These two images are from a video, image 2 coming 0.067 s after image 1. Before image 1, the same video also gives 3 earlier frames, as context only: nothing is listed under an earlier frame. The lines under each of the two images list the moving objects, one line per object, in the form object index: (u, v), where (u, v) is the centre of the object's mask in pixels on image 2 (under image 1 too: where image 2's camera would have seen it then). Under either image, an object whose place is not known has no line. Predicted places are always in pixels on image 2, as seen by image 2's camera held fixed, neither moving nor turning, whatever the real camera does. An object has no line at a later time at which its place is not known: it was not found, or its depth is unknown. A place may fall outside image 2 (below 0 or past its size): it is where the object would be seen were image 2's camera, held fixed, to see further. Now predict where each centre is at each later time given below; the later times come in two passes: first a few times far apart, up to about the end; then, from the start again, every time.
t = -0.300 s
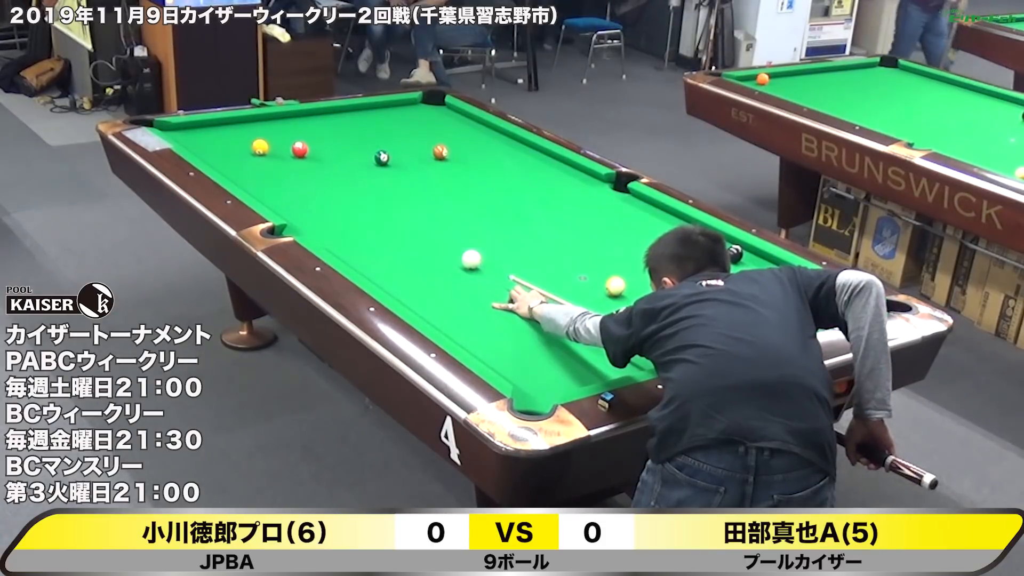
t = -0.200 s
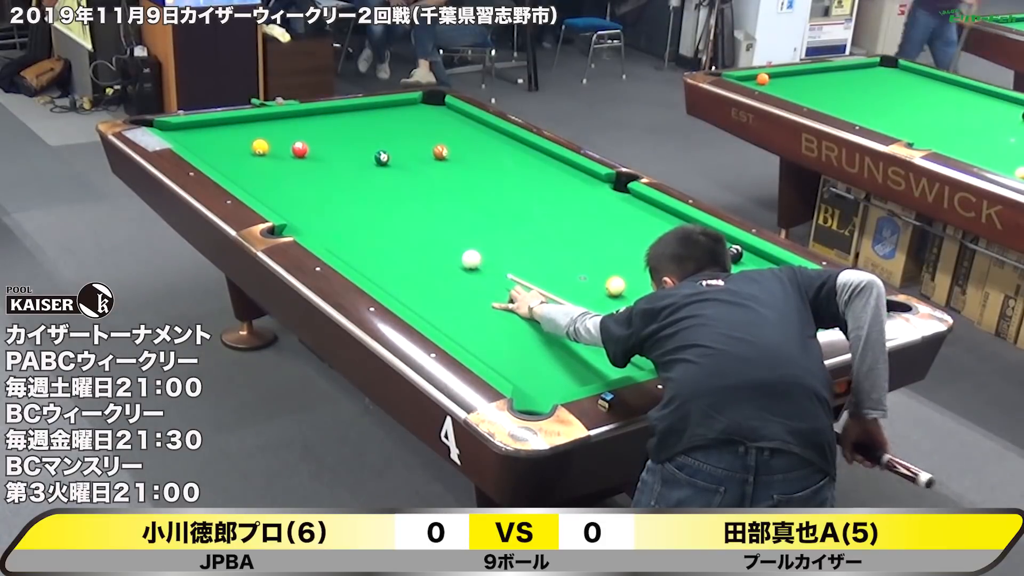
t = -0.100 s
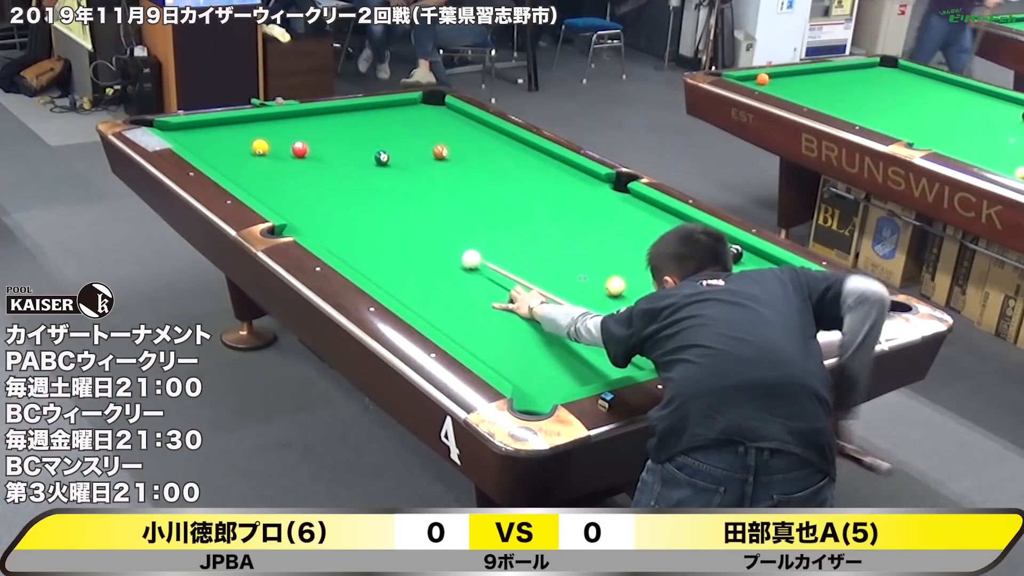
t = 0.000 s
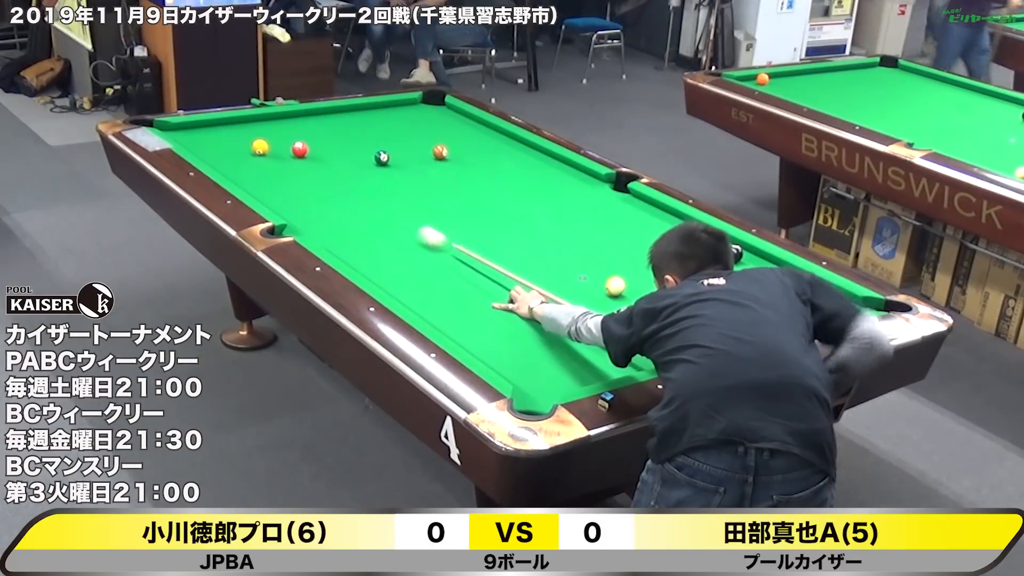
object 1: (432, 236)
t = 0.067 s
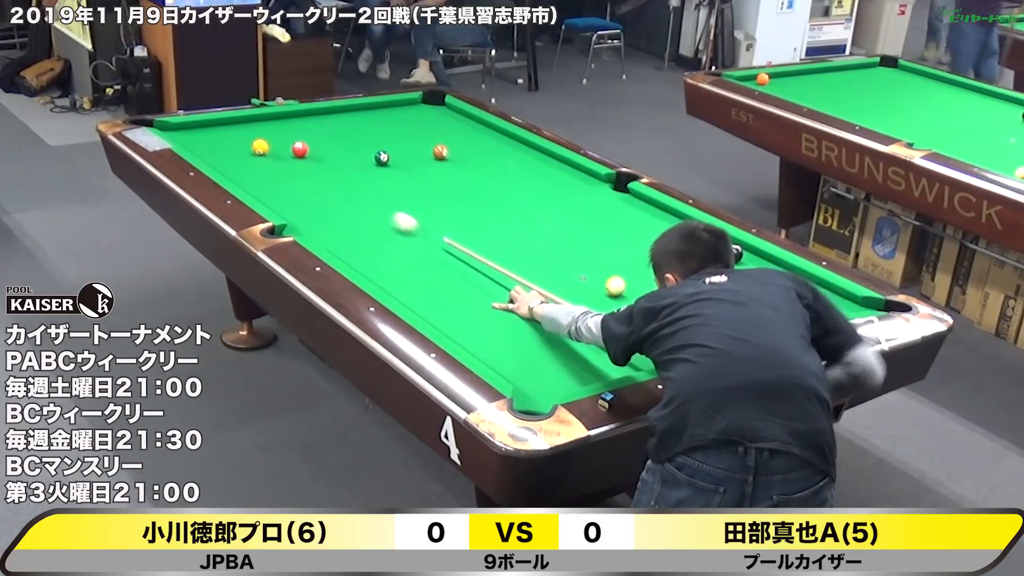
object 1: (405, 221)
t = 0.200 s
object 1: (356, 195)
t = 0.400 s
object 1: (292, 160)
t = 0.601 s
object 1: (287, 141)
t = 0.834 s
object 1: (296, 125)
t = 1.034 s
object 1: (305, 113)
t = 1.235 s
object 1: (344, 116)
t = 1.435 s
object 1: (380, 118)
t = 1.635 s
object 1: (416, 121)
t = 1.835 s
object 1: (451, 124)
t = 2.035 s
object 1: (485, 126)
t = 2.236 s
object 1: (490, 132)
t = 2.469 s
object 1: (488, 140)
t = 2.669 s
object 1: (486, 147)
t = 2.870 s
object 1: (484, 154)
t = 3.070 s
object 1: (482, 161)
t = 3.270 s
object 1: (480, 167)
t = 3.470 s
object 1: (478, 174)
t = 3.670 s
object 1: (475, 181)
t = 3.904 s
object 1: (473, 188)
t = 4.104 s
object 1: (470, 195)
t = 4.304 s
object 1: (468, 201)
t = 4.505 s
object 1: (466, 207)
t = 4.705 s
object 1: (464, 213)
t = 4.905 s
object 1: (463, 219)
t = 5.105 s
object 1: (461, 225)
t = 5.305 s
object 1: (459, 231)
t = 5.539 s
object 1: (457, 237)
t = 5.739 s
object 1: (456, 242)
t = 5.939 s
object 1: (454, 247)
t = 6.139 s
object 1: (453, 252)
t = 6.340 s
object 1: (452, 256)
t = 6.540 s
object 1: (451, 260)
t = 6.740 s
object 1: (450, 264)
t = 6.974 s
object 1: (449, 268)
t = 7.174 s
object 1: (448, 271)
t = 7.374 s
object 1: (447, 273)
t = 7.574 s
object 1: (446, 276)
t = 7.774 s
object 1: (446, 278)
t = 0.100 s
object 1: (392, 214)
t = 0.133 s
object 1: (379, 207)
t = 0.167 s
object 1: (368, 201)
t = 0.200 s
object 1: (356, 195)
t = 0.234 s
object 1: (344, 189)
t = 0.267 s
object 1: (334, 183)
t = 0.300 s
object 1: (323, 177)
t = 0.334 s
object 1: (312, 171)
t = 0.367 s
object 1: (302, 166)
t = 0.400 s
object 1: (292, 160)
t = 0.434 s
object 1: (282, 154)
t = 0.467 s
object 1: (274, 150)
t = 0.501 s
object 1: (277, 147)
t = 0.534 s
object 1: (281, 146)
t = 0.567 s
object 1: (284, 143)
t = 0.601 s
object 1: (287, 141)
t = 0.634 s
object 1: (289, 139)
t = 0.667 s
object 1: (290, 136)
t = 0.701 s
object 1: (292, 134)
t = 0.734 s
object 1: (293, 132)
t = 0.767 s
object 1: (294, 130)
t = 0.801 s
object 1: (295, 127)
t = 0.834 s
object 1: (296, 125)
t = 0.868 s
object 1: (297, 123)
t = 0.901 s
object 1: (298, 120)
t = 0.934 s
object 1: (299, 118)
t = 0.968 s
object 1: (300, 116)
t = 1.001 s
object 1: (301, 114)
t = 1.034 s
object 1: (305, 113)
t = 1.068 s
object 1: (311, 113)
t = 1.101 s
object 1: (318, 114)
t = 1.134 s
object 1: (325, 114)
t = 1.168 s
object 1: (331, 115)
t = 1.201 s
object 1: (337, 115)
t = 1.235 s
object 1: (344, 116)
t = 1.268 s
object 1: (350, 116)
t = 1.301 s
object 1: (356, 117)
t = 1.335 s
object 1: (362, 117)
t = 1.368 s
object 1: (368, 118)
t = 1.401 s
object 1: (374, 118)
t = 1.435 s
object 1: (380, 118)
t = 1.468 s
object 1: (386, 119)
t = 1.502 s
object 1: (392, 119)
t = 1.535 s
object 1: (399, 120)
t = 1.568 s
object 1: (404, 120)
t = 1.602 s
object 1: (410, 121)
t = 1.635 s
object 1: (416, 121)
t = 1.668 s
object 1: (422, 122)
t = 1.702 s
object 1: (428, 122)
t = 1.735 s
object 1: (434, 122)
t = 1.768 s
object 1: (439, 123)
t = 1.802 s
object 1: (445, 123)
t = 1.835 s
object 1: (451, 124)
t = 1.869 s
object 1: (457, 124)
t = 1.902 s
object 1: (462, 125)
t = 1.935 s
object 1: (468, 125)
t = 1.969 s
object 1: (474, 126)
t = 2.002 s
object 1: (480, 126)
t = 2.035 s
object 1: (485, 126)
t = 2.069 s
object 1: (490, 127)
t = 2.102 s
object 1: (491, 128)
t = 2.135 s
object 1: (491, 129)
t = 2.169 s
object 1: (490, 130)
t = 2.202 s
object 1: (490, 131)
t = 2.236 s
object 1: (490, 132)
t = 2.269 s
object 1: (490, 134)
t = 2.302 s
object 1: (489, 135)
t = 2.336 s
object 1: (489, 136)
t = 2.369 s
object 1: (489, 137)
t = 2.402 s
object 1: (488, 138)
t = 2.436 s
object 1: (488, 139)
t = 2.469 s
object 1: (488, 140)
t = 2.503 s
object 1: (487, 141)
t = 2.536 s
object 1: (487, 143)
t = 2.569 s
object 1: (487, 144)
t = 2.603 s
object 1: (486, 145)
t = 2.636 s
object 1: (486, 146)
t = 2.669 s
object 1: (486, 147)
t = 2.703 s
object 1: (486, 148)
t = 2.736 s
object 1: (485, 149)
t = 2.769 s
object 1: (485, 150)
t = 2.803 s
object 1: (485, 152)
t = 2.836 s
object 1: (484, 153)
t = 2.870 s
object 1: (484, 154)
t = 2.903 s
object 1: (484, 155)
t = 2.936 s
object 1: (483, 156)
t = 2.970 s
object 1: (483, 157)
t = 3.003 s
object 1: (483, 159)
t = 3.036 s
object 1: (482, 160)
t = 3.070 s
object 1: (482, 161)
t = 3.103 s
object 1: (482, 162)
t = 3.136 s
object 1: (481, 163)
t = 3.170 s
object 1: (481, 164)
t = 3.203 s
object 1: (481, 165)
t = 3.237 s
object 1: (480, 166)
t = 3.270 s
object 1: (480, 167)
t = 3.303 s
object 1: (479, 169)
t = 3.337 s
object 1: (479, 170)
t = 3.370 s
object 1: (479, 171)
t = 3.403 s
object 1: (478, 172)
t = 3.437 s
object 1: (478, 173)
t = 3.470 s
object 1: (478, 174)
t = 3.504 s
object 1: (477, 175)
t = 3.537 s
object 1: (477, 177)
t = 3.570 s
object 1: (477, 177)
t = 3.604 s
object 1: (476, 179)
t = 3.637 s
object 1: (476, 180)
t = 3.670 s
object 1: (475, 181)
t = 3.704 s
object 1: (475, 182)
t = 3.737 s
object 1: (475, 183)
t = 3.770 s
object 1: (474, 184)
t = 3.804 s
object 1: (474, 185)
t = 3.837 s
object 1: (473, 186)
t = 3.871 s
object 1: (473, 187)
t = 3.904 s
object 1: (473, 188)
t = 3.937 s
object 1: (472, 189)
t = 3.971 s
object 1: (472, 190)
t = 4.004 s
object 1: (472, 191)
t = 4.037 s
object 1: (471, 193)
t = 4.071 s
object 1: (471, 194)
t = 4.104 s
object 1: (470, 195)
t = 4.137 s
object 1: (470, 196)
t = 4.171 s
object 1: (470, 197)
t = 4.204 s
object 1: (469, 198)
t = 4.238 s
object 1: (469, 199)
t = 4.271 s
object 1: (469, 200)
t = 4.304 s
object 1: (468, 201)
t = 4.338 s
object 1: (468, 202)
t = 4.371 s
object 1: (468, 203)
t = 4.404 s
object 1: (467, 204)
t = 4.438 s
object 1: (467, 205)
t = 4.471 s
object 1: (467, 206)
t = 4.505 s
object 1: (466, 207)
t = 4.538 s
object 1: (466, 209)
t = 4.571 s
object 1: (466, 209)
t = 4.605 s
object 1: (466, 210)
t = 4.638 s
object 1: (465, 211)
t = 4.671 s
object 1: (465, 212)
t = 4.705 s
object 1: (464, 213)
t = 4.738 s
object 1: (464, 214)
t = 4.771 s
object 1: (464, 215)
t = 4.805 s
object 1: (464, 216)
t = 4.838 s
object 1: (463, 217)
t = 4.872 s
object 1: (463, 218)
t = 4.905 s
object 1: (463, 219)
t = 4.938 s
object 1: (462, 220)
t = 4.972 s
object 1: (462, 221)
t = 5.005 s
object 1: (462, 222)
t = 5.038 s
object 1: (462, 223)
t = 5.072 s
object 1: (461, 224)
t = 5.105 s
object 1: (461, 225)
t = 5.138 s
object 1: (460, 226)
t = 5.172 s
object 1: (460, 227)
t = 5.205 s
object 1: (460, 228)
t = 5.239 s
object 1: (460, 229)
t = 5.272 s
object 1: (459, 230)
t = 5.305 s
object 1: (459, 231)
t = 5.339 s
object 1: (459, 232)
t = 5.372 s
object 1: (459, 232)
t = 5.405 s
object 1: (458, 234)
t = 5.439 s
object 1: (458, 234)
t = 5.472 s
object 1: (458, 235)
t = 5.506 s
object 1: (458, 236)
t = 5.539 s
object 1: (457, 237)
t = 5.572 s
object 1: (457, 238)
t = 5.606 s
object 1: (457, 239)
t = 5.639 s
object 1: (456, 240)
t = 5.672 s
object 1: (456, 241)
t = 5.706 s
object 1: (456, 241)
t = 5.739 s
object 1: (456, 242)
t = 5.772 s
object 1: (456, 243)
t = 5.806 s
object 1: (455, 244)
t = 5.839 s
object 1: (455, 245)
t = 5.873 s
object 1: (455, 245)
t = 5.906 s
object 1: (454, 246)
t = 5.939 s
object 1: (454, 247)
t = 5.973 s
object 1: (454, 248)
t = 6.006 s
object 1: (454, 249)
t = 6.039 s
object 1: (454, 249)
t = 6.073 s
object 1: (453, 250)
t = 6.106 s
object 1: (453, 251)
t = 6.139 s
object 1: (453, 252)
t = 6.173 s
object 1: (453, 252)
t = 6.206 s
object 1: (453, 253)
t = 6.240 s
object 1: (453, 254)
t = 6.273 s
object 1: (452, 255)
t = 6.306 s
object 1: (452, 255)
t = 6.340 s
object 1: (452, 256)
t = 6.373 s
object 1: (452, 257)
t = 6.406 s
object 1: (452, 257)
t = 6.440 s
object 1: (452, 258)
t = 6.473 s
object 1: (451, 259)
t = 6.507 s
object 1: (451, 259)
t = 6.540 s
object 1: (451, 260)
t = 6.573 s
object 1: (451, 261)
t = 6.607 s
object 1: (451, 261)
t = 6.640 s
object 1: (451, 262)
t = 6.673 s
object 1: (450, 263)
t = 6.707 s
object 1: (450, 263)
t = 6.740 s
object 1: (450, 264)
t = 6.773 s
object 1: (450, 264)
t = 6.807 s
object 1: (450, 265)
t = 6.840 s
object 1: (449, 266)
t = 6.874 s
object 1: (449, 266)
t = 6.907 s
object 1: (449, 267)
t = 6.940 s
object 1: (449, 267)
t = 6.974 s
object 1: (449, 268)
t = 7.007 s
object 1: (449, 268)
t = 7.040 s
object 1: (449, 268)
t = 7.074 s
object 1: (449, 269)
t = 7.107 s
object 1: (448, 270)
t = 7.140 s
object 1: (448, 270)
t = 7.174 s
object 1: (448, 271)
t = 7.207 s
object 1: (448, 271)
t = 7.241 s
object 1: (448, 272)
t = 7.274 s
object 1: (448, 272)
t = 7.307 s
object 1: (448, 273)
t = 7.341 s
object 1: (447, 273)
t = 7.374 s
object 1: (447, 273)
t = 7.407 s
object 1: (447, 274)
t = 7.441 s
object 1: (447, 274)
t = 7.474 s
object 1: (447, 275)
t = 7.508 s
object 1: (447, 275)
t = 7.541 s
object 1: (447, 275)
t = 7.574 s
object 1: (446, 276)
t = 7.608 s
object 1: (446, 276)
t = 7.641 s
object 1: (446, 276)
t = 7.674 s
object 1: (446, 277)
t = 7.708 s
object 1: (446, 277)
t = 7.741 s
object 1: (446, 278)
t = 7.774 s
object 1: (446, 278)
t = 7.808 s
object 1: (446, 278)
